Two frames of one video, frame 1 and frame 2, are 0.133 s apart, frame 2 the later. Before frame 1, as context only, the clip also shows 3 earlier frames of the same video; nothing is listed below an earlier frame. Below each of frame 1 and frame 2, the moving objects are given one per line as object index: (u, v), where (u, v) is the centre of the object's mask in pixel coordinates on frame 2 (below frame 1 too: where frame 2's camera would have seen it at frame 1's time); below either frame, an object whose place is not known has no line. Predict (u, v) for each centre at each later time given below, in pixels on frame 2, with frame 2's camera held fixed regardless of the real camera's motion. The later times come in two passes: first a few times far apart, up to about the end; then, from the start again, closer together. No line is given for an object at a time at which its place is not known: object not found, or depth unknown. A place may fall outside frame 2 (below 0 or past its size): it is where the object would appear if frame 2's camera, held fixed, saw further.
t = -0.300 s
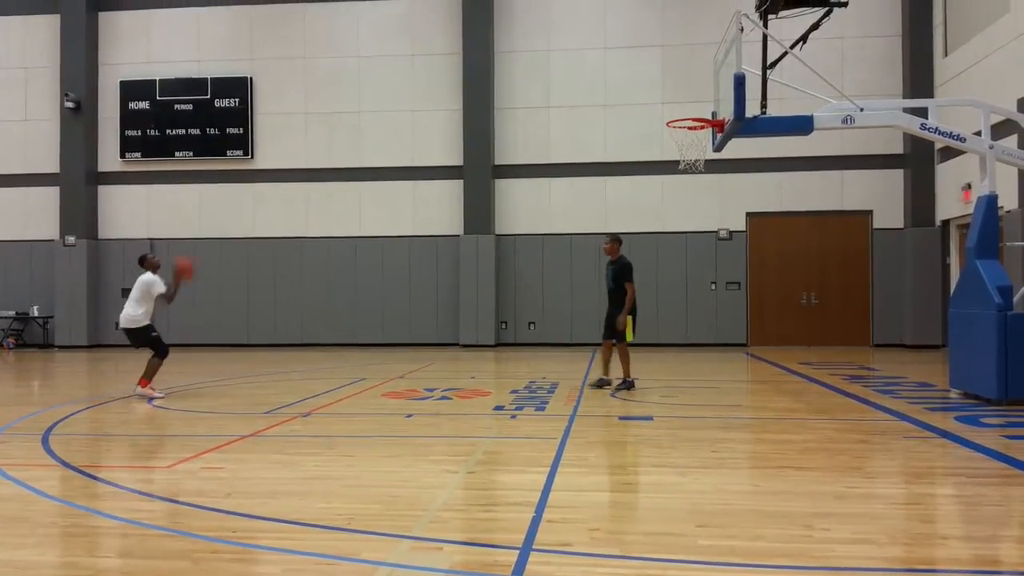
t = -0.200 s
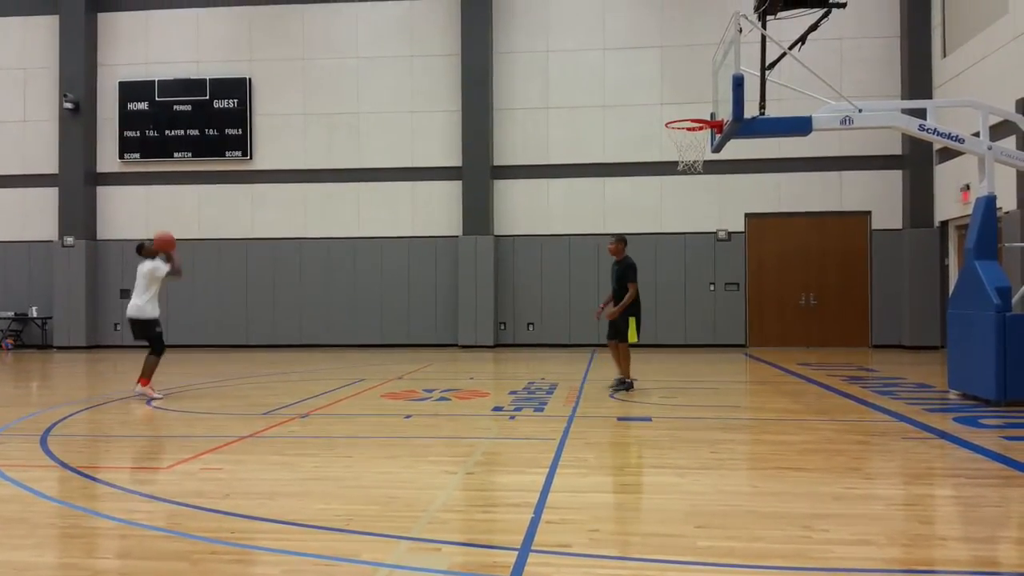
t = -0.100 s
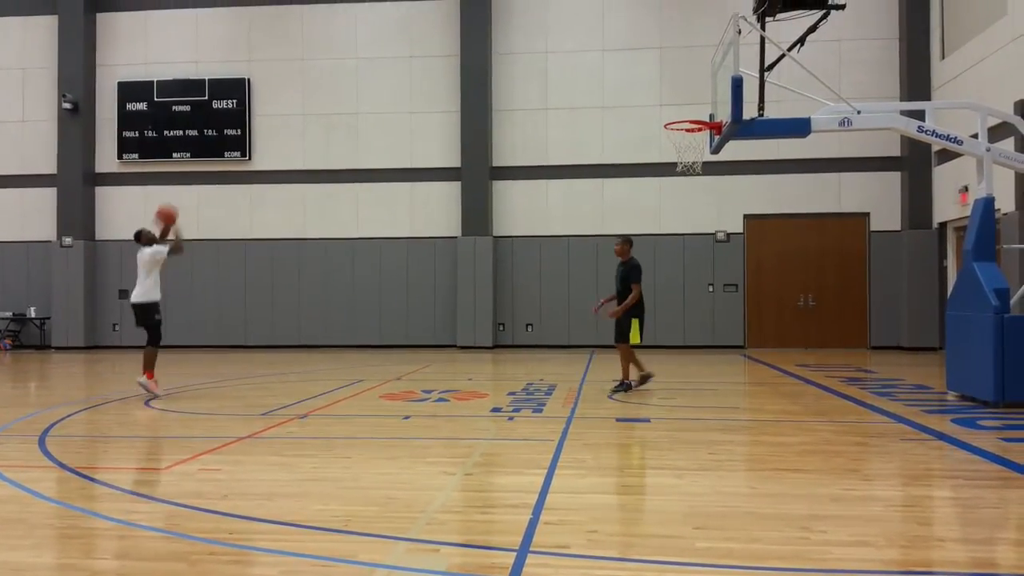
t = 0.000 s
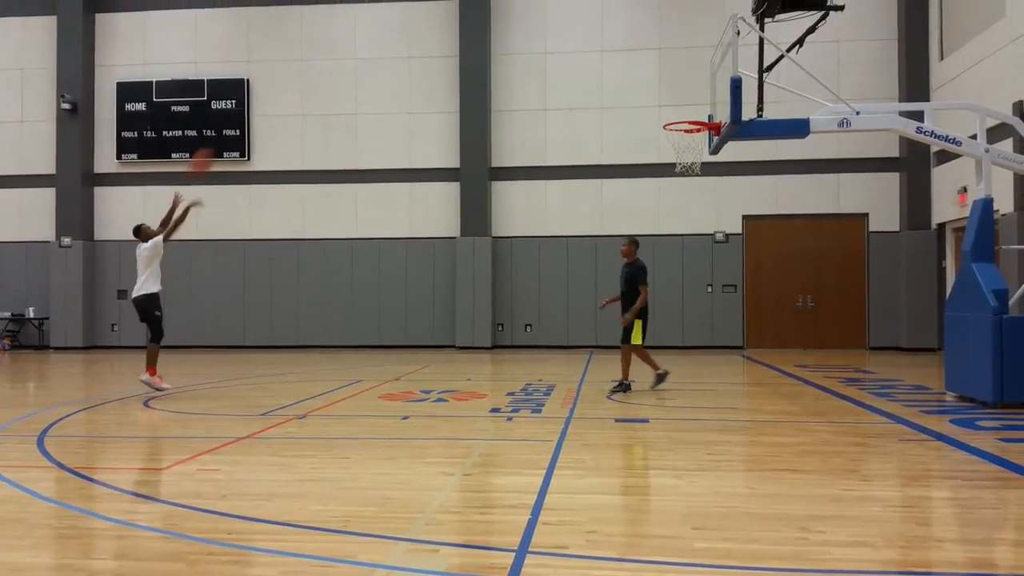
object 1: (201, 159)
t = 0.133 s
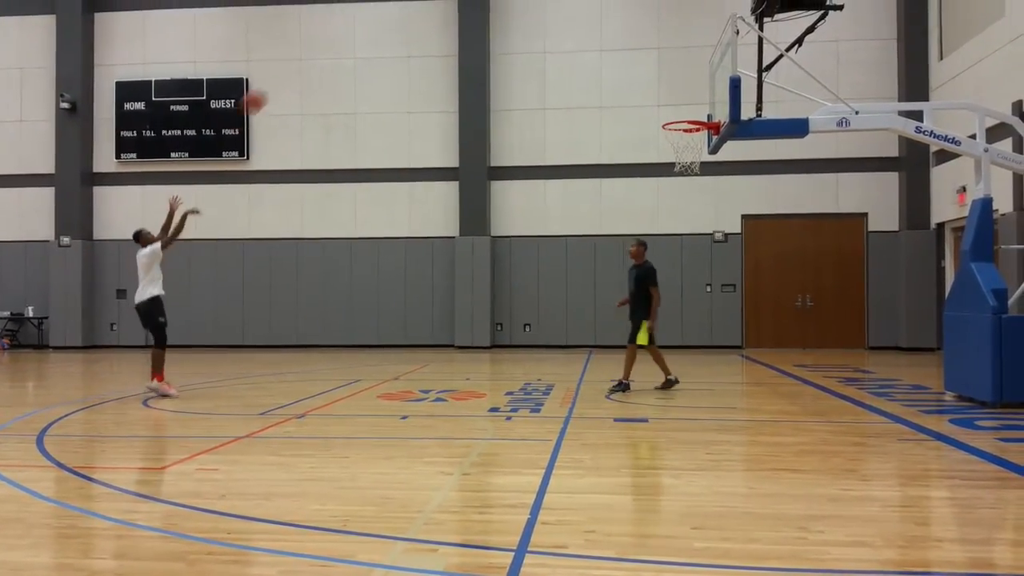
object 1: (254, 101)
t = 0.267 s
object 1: (309, 53)
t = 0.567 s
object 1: (431, 3)
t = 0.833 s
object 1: (540, 16)
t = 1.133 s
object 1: (661, 108)
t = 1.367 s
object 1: (707, 157)
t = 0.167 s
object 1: (268, 88)
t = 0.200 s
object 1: (281, 76)
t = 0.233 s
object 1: (295, 64)
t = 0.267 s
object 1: (309, 53)
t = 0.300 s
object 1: (322, 44)
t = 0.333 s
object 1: (336, 35)
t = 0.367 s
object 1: (350, 27)
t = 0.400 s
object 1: (363, 20)
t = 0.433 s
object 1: (377, 14)
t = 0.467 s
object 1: (390, 8)
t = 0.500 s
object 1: (404, 6)
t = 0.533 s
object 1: (417, 4)
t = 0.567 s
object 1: (431, 3)
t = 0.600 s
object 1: (444, 2)
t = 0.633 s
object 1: (458, 1)
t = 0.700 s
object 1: (485, 2)
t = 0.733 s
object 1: (498, 3)
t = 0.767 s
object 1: (512, 5)
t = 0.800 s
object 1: (526, 11)
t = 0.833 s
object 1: (540, 16)
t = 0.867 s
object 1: (554, 22)
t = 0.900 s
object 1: (568, 29)
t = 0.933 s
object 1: (582, 38)
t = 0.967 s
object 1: (595, 47)
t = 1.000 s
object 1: (608, 57)
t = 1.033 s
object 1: (622, 69)
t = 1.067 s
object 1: (635, 81)
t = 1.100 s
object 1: (648, 94)
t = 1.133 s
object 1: (661, 108)
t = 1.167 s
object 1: (674, 122)
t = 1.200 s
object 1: (686, 132)
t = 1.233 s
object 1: (698, 141)
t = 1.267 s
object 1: (706, 146)
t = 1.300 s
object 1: (707, 149)
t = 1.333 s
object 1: (707, 153)
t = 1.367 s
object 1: (707, 157)
